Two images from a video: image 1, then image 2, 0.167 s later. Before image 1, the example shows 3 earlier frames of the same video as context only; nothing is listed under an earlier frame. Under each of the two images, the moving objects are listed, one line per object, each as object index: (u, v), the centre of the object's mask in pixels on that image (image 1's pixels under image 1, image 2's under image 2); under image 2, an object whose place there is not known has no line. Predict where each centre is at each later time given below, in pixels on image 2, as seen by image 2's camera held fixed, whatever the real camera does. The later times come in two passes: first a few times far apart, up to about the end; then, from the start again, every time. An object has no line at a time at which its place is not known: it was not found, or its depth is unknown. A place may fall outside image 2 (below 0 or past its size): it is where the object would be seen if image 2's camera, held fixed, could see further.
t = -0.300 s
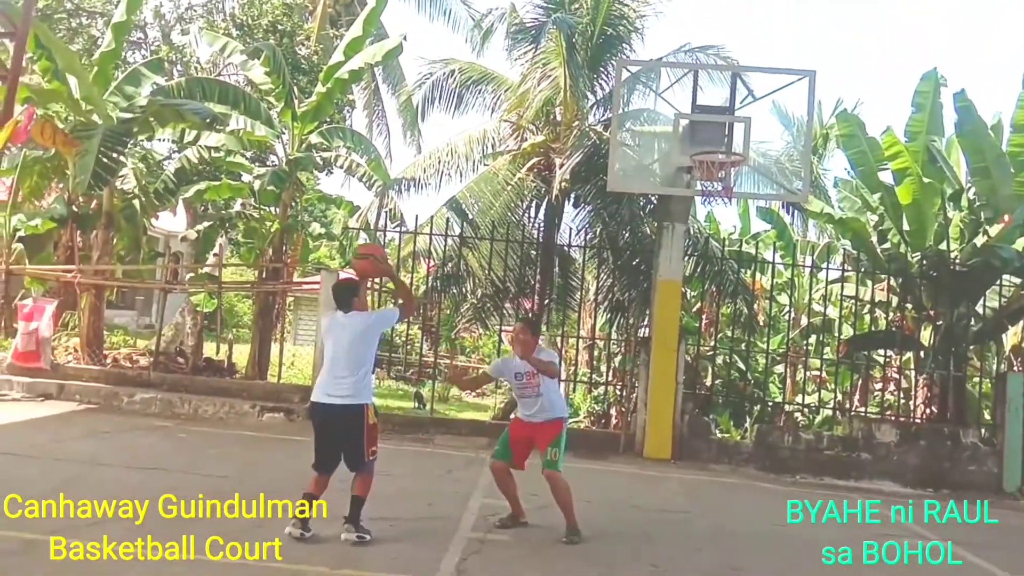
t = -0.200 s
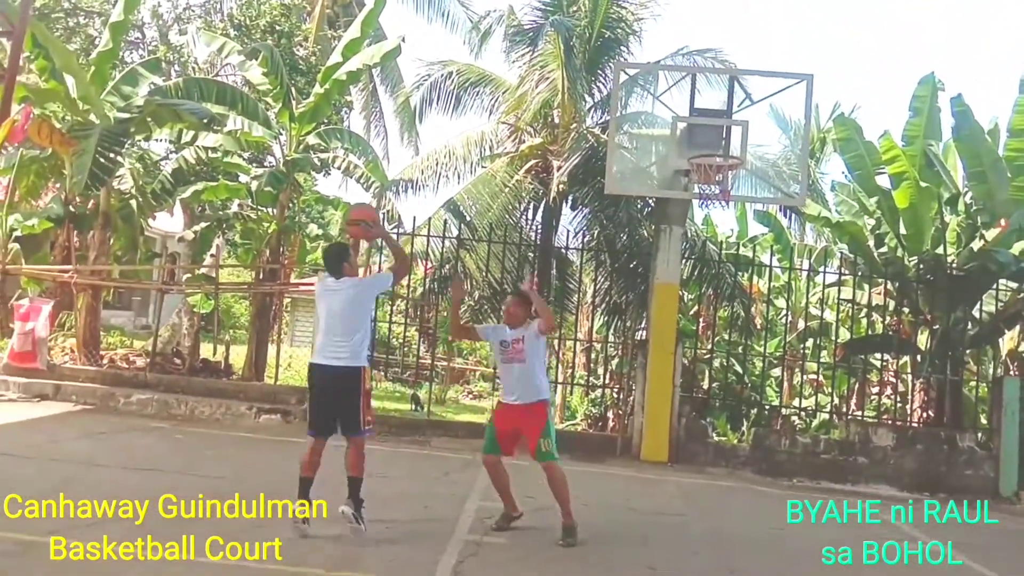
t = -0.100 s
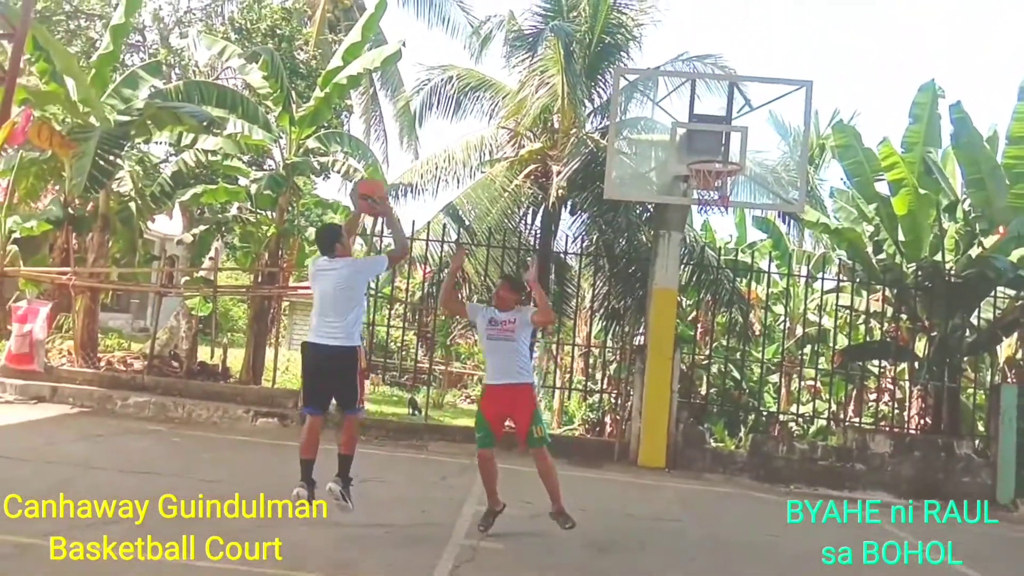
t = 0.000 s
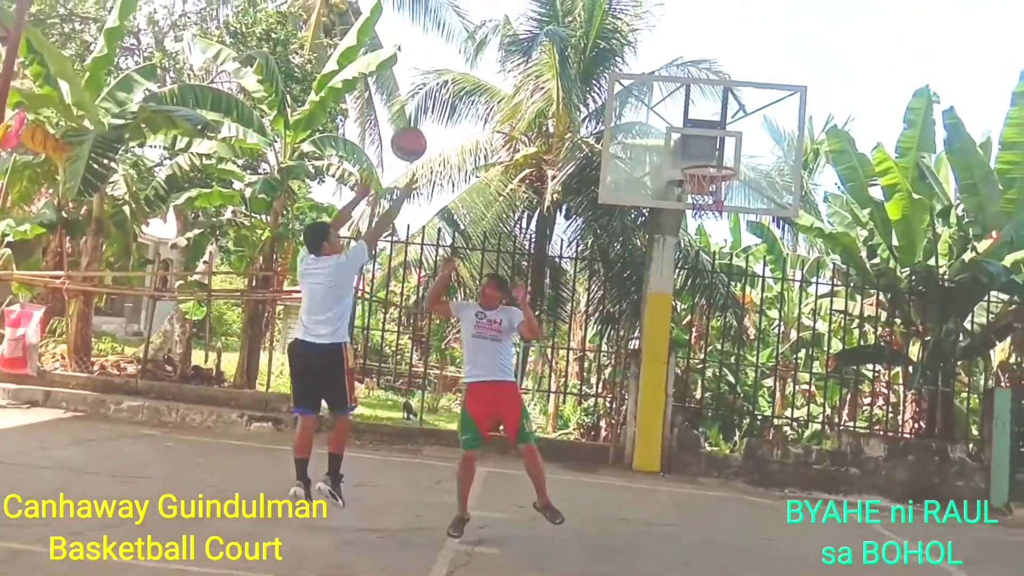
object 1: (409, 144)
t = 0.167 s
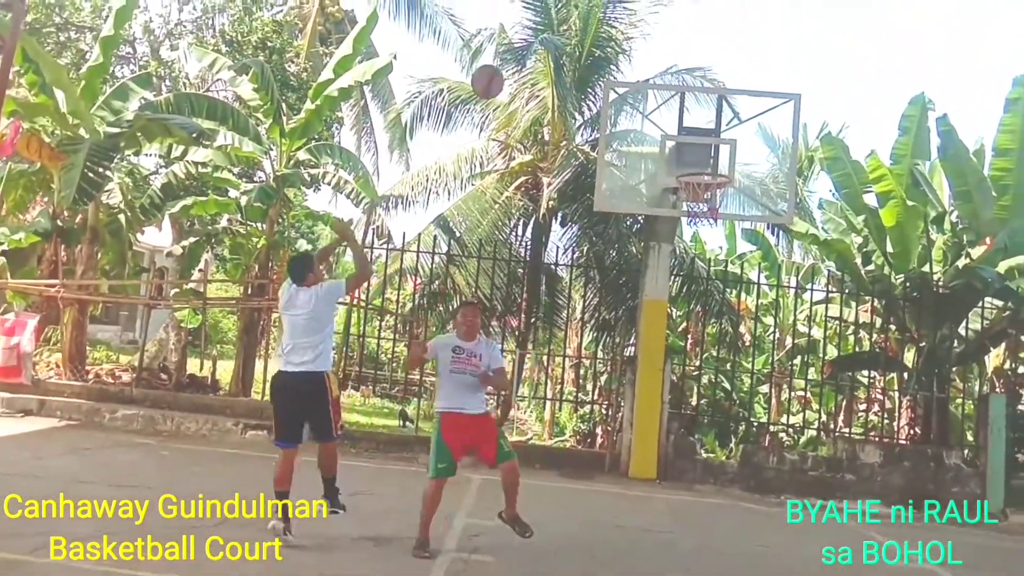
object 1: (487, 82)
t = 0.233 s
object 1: (517, 67)
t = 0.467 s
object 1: (605, 64)
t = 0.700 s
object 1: (675, 125)
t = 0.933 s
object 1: (714, 155)
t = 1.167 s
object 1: (739, 191)
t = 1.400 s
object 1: (763, 313)
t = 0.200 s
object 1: (503, 73)
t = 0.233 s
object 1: (517, 67)
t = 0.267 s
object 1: (531, 63)
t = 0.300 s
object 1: (544, 60)
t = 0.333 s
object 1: (557, 58)
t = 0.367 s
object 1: (571, 58)
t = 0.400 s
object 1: (582, 60)
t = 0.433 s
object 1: (593, 62)
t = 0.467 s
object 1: (605, 64)
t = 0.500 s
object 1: (616, 69)
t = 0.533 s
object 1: (626, 75)
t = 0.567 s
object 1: (636, 83)
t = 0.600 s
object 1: (646, 92)
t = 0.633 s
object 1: (656, 101)
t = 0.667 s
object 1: (665, 112)
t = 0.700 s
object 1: (675, 125)
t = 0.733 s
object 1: (683, 138)
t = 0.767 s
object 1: (692, 154)
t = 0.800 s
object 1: (700, 162)
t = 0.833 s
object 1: (702, 159)
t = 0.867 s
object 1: (706, 158)
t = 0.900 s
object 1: (711, 155)
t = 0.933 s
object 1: (714, 155)
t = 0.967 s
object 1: (718, 155)
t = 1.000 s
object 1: (721, 157)
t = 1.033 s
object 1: (725, 161)
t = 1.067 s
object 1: (728, 166)
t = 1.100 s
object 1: (733, 173)
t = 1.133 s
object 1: (735, 181)
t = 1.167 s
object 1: (739, 191)
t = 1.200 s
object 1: (742, 203)
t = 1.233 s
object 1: (746, 216)
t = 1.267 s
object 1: (750, 232)
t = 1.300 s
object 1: (753, 249)
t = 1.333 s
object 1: (756, 268)
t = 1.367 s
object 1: (761, 290)
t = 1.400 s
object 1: (763, 313)
